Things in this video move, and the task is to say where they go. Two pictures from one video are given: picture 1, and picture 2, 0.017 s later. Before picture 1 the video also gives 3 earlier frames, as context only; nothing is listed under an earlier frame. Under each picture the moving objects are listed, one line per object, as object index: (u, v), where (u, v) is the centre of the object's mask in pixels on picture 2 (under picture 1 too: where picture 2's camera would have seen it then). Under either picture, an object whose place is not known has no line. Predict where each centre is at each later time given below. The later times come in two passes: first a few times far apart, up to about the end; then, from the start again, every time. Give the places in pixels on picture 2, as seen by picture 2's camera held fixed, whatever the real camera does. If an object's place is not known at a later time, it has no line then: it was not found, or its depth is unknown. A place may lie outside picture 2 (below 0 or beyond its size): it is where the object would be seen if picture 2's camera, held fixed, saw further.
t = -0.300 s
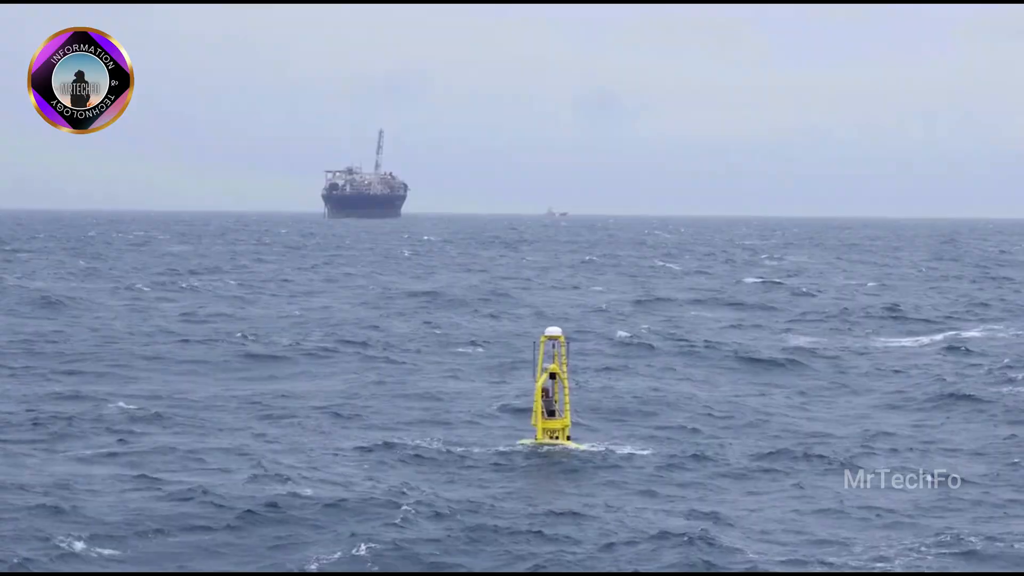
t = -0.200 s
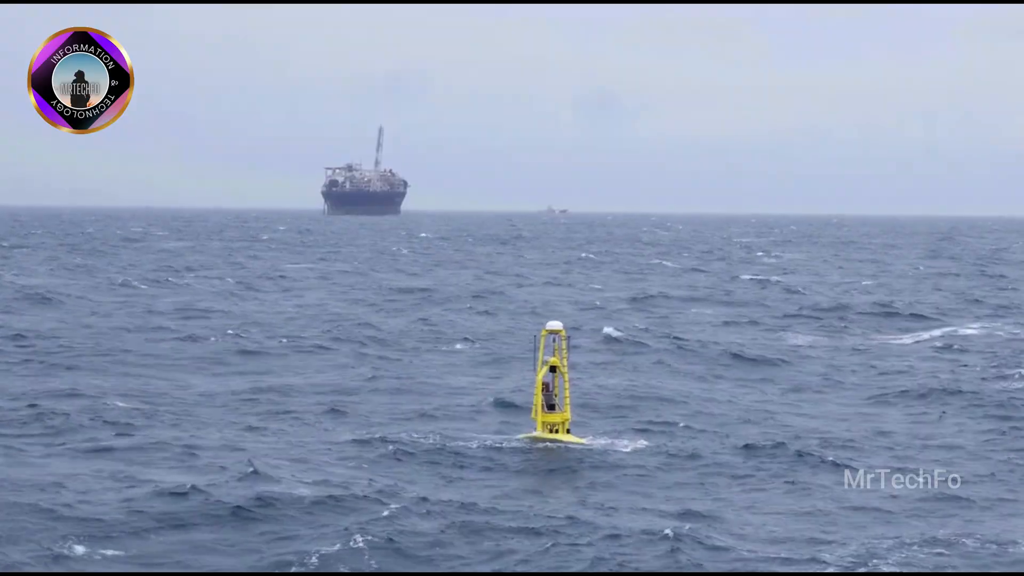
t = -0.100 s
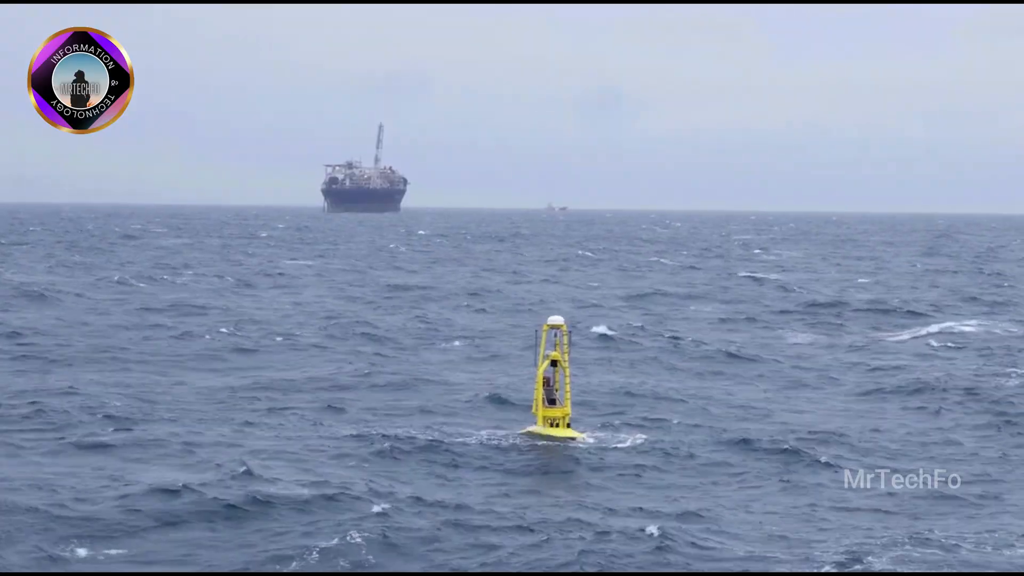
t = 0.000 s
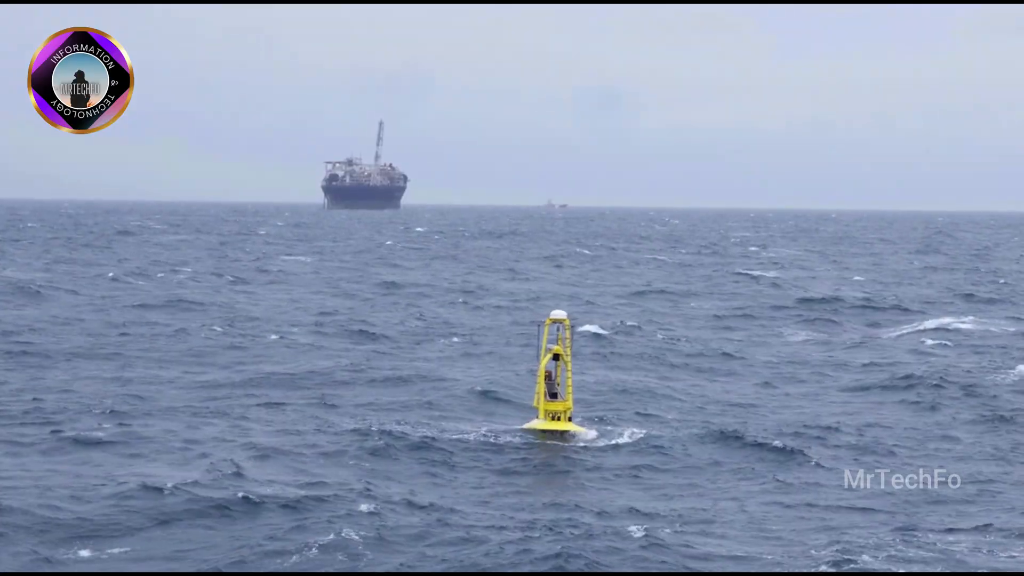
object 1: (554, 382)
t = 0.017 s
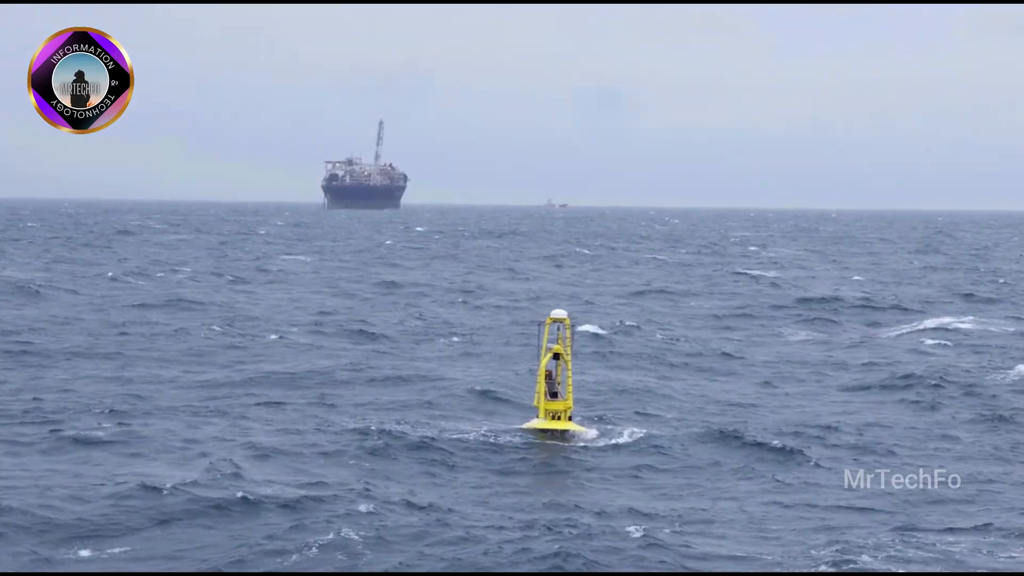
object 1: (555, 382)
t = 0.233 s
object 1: (562, 382)
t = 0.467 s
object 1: (568, 380)
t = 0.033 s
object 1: (555, 381)
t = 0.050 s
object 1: (556, 381)
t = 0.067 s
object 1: (557, 382)
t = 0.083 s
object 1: (557, 381)
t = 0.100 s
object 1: (558, 380)
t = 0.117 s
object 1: (558, 381)
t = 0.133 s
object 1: (559, 380)
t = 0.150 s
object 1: (560, 381)
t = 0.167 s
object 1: (560, 380)
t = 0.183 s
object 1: (559, 381)
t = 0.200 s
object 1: (560, 382)
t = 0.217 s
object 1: (561, 382)
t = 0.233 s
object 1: (562, 382)
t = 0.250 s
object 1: (561, 384)
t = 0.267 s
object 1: (561, 384)
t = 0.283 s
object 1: (562, 385)
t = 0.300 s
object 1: (562, 386)
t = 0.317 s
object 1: (562, 384)
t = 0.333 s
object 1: (562, 386)
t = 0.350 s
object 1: (563, 385)
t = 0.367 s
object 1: (563, 386)
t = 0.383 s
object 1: (563, 386)
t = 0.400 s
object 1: (564, 386)
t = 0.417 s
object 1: (565, 386)
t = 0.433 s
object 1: (565, 387)
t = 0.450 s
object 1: (567, 379)
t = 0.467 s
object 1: (568, 380)
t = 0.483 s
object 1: (569, 380)
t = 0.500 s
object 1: (569, 380)
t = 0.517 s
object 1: (570, 381)
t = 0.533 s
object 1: (571, 381)
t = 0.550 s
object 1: (572, 381)
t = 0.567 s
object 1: (573, 381)
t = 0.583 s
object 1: (574, 381)
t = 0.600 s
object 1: (575, 381)
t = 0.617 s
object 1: (576, 382)
